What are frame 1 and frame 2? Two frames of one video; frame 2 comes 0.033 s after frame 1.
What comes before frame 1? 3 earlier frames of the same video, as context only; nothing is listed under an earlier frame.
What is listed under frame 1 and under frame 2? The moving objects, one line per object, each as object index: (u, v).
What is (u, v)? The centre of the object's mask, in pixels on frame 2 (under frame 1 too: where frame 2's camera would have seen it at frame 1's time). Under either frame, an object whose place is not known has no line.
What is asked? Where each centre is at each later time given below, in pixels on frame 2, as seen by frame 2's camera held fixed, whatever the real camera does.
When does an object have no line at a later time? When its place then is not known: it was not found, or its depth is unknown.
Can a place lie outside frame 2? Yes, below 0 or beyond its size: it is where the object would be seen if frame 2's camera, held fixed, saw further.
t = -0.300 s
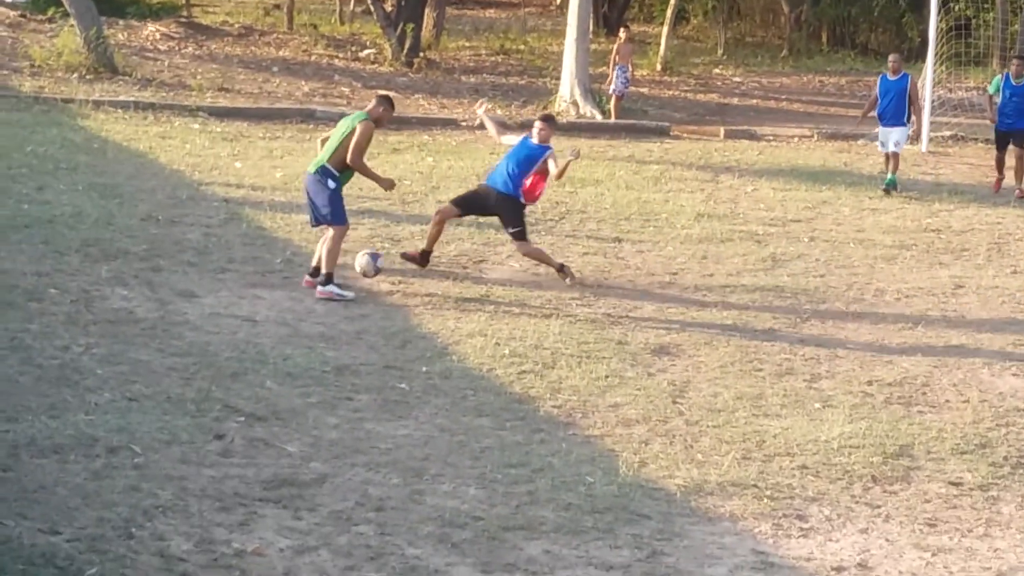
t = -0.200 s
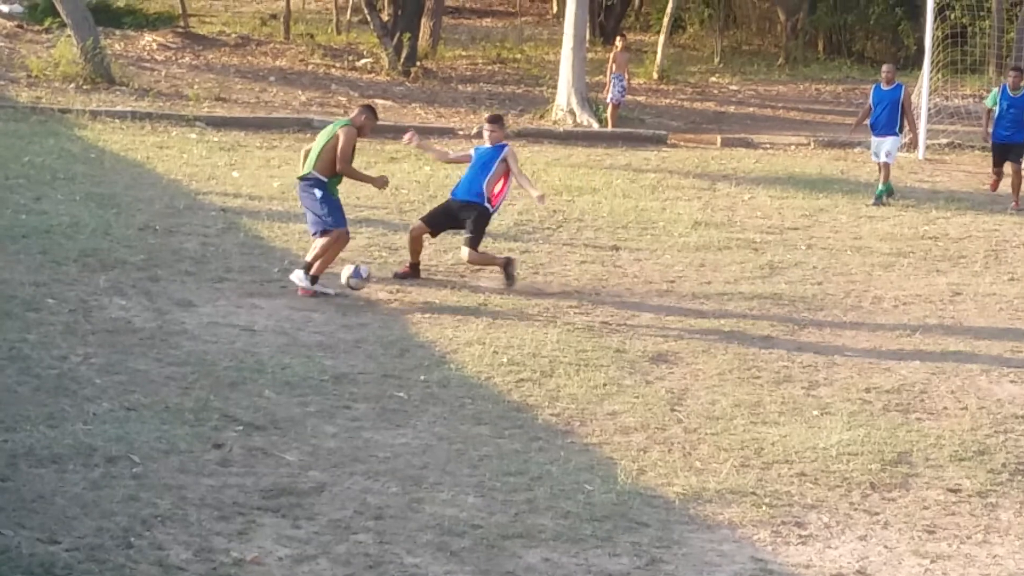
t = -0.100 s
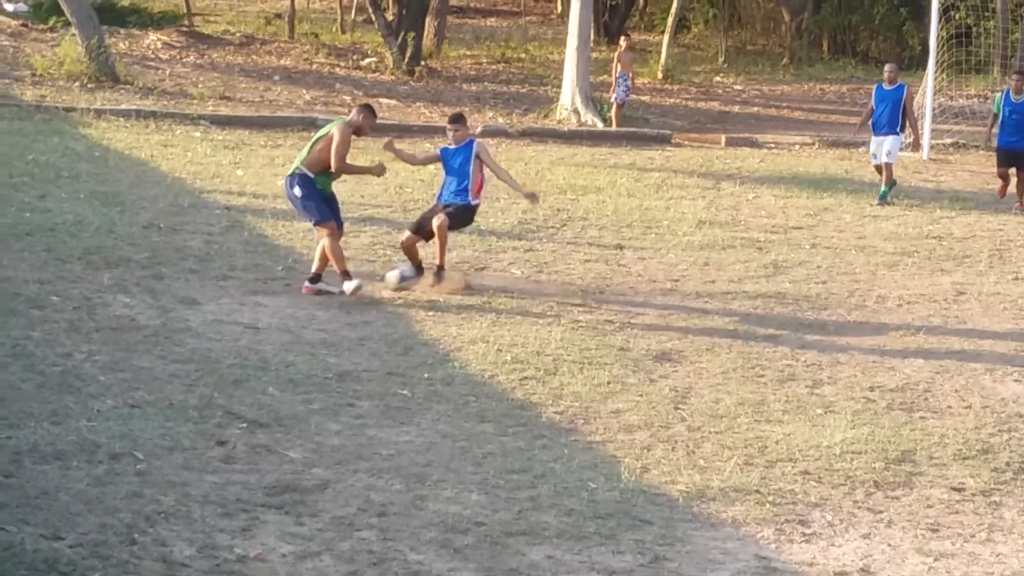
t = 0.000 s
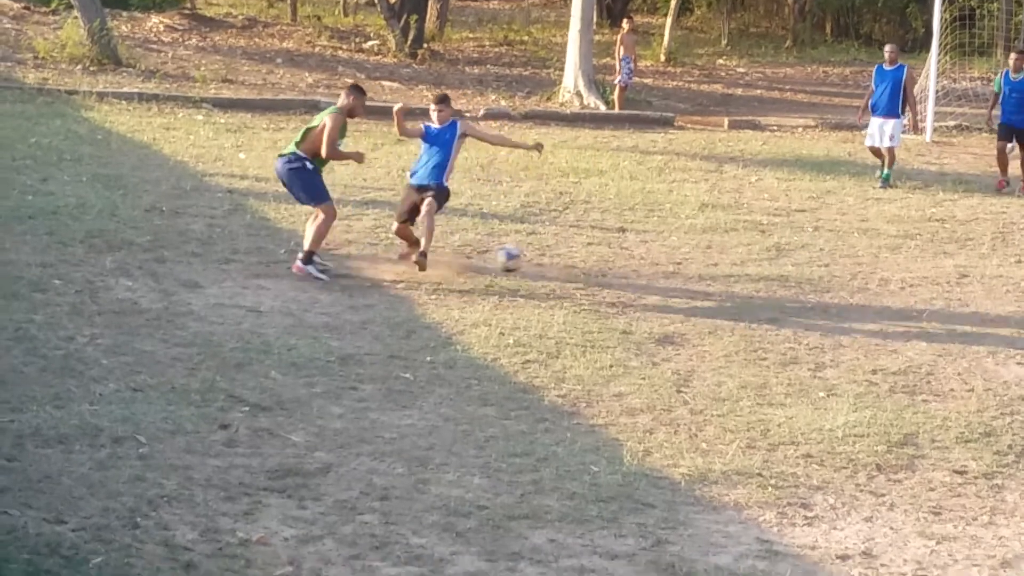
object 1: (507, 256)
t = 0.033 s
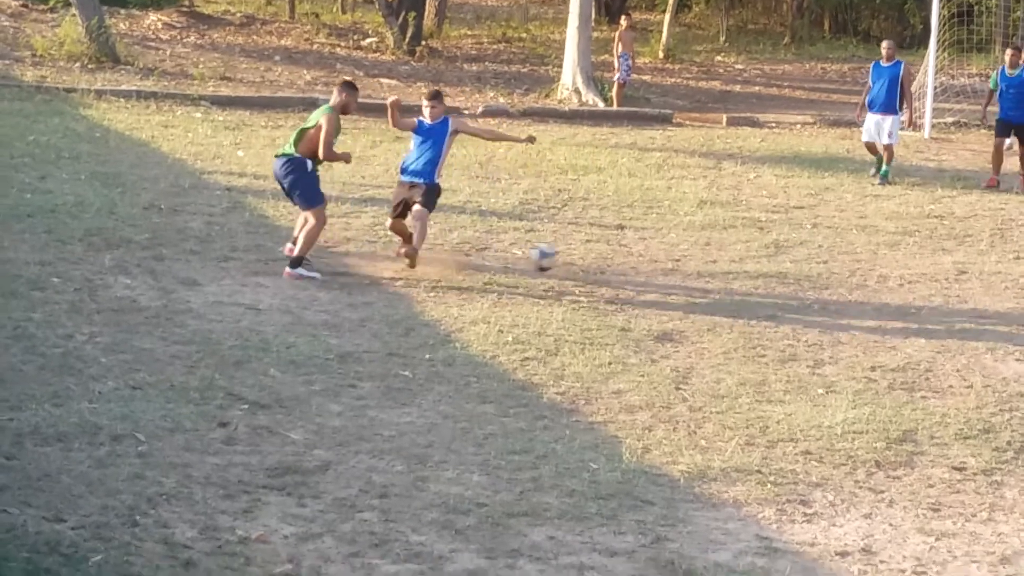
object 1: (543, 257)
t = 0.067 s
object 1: (578, 261)
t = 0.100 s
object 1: (611, 267)
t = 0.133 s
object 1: (646, 273)
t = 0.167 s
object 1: (680, 280)
